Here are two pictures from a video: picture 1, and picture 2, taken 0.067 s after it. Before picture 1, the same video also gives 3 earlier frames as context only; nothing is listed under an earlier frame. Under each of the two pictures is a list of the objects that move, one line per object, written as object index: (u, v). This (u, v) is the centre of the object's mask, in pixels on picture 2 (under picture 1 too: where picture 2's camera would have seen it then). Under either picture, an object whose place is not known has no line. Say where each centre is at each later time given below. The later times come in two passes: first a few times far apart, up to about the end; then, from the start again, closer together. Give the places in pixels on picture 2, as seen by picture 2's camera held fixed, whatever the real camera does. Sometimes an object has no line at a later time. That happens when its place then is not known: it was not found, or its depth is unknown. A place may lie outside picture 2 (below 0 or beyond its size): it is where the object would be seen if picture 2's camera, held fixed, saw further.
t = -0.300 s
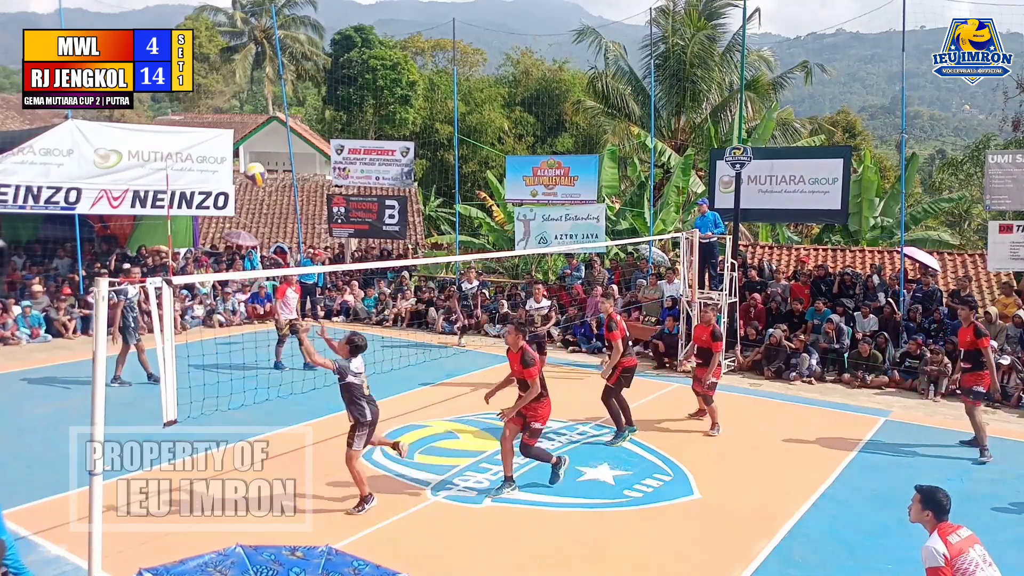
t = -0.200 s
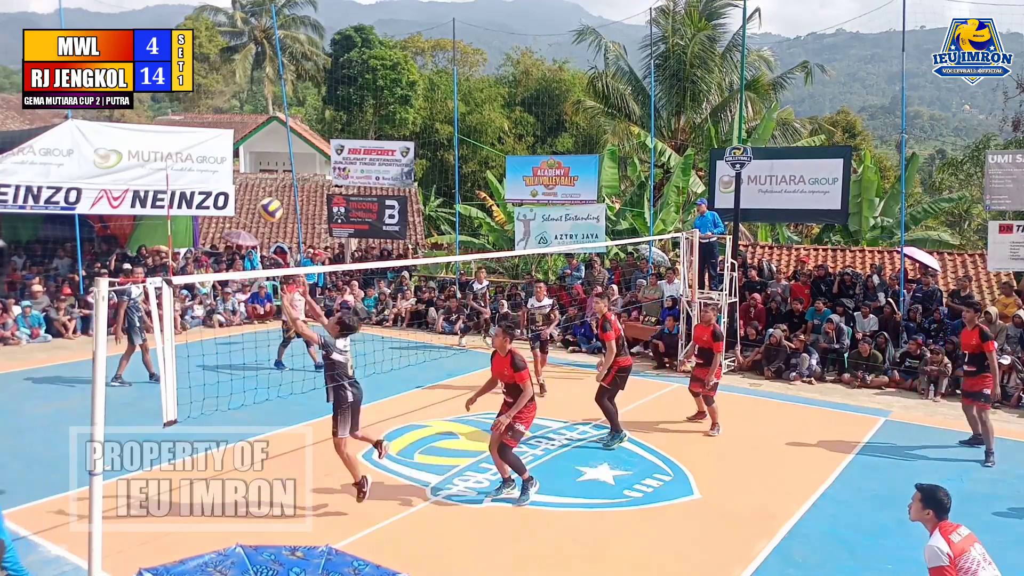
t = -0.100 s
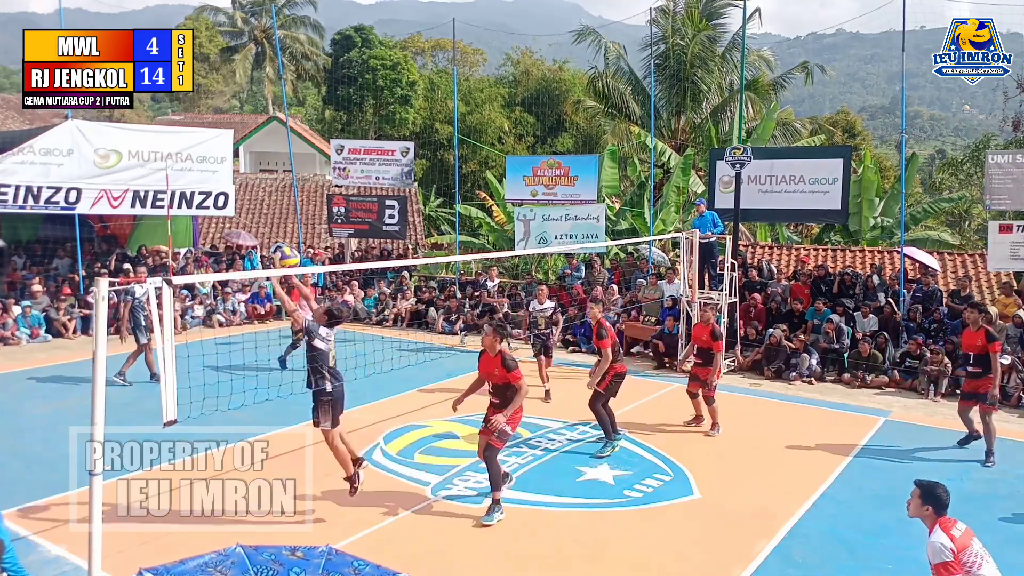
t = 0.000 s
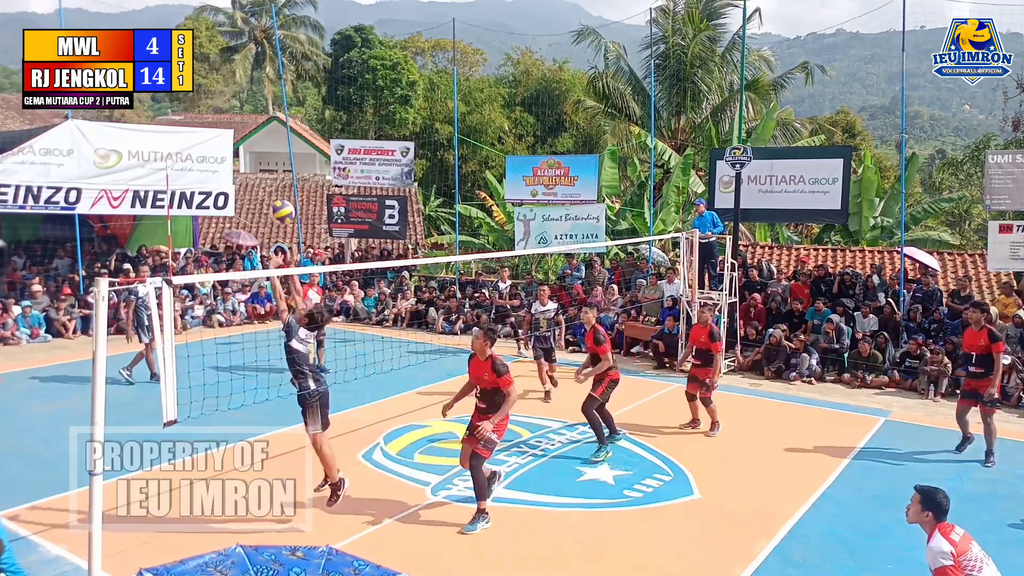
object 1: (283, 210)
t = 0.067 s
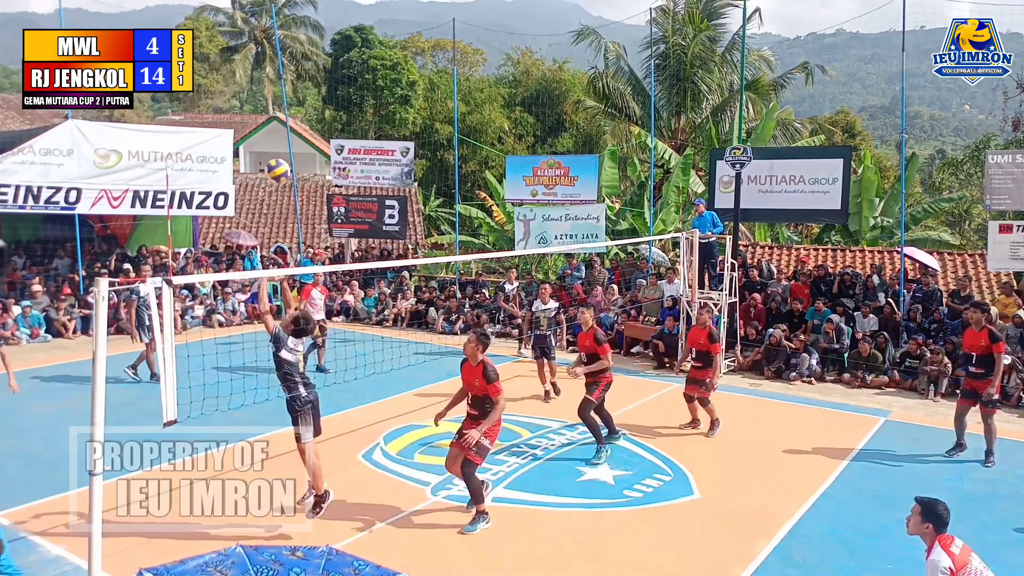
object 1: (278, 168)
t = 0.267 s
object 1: (263, 77)
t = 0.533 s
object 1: (249, 28)
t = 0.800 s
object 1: (236, 58)
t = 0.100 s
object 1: (275, 150)
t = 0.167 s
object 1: (270, 116)
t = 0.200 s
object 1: (268, 102)
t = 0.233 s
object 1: (266, 89)
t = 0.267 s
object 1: (263, 77)
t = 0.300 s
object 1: (262, 66)
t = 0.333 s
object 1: (260, 57)
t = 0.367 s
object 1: (258, 49)
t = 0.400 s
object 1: (255, 41)
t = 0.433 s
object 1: (254, 37)
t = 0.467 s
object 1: (252, 32)
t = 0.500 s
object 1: (250, 30)
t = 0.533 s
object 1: (249, 28)
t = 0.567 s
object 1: (247, 28)
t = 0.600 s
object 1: (245, 28)
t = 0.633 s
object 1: (243, 30)
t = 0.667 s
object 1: (242, 33)
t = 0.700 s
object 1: (240, 37)
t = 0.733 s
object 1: (239, 43)
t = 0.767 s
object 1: (237, 50)
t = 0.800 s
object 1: (236, 58)
